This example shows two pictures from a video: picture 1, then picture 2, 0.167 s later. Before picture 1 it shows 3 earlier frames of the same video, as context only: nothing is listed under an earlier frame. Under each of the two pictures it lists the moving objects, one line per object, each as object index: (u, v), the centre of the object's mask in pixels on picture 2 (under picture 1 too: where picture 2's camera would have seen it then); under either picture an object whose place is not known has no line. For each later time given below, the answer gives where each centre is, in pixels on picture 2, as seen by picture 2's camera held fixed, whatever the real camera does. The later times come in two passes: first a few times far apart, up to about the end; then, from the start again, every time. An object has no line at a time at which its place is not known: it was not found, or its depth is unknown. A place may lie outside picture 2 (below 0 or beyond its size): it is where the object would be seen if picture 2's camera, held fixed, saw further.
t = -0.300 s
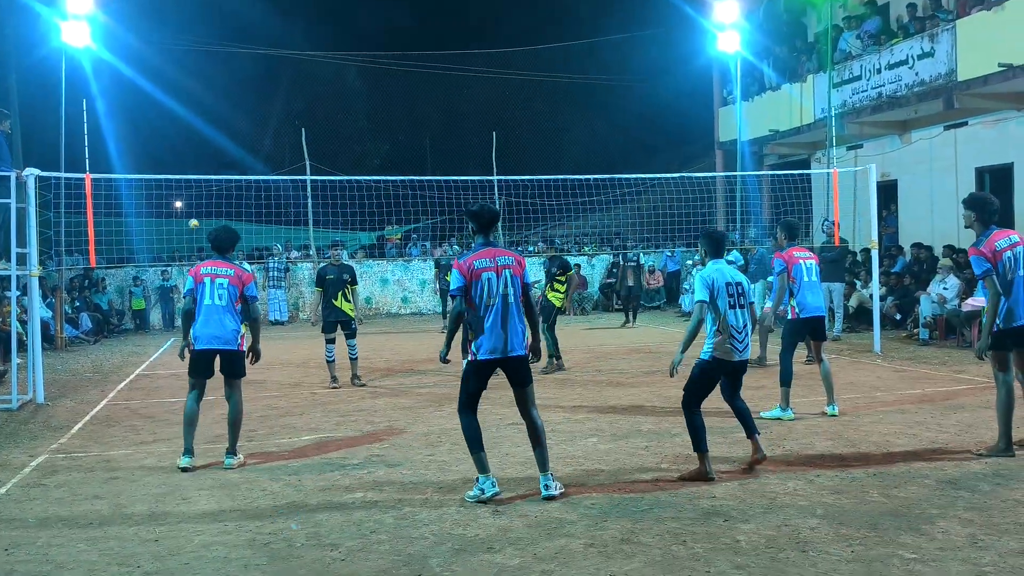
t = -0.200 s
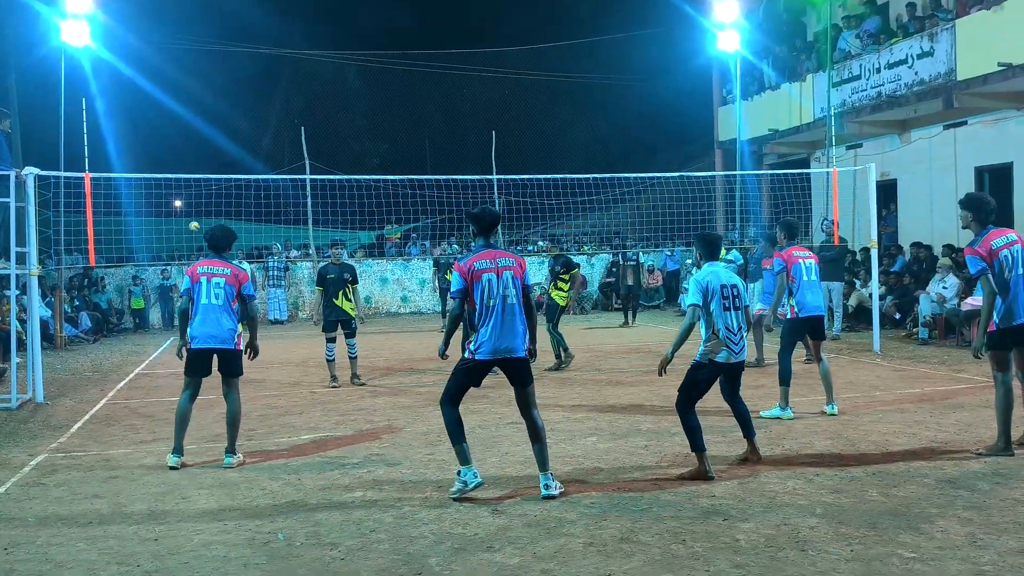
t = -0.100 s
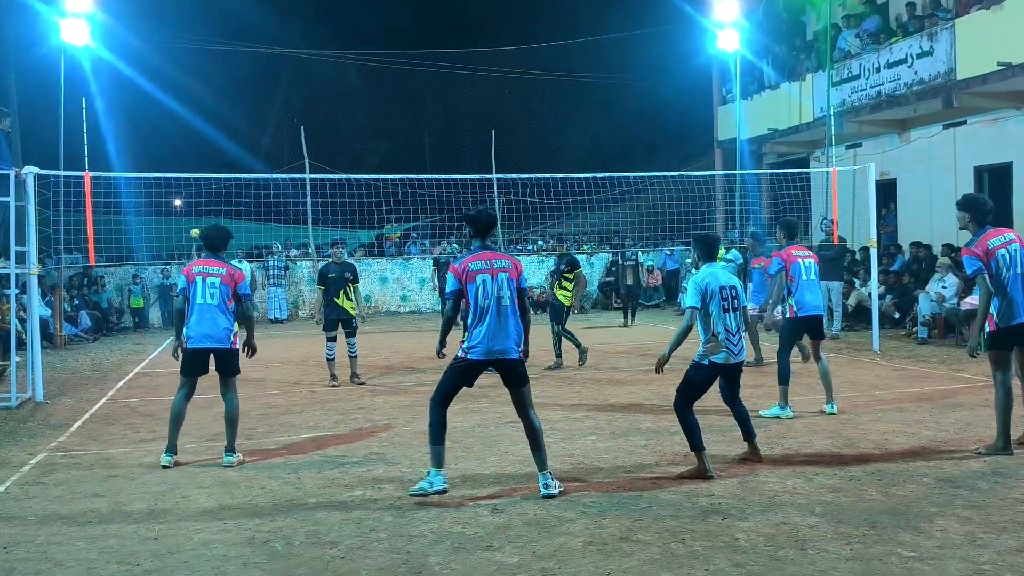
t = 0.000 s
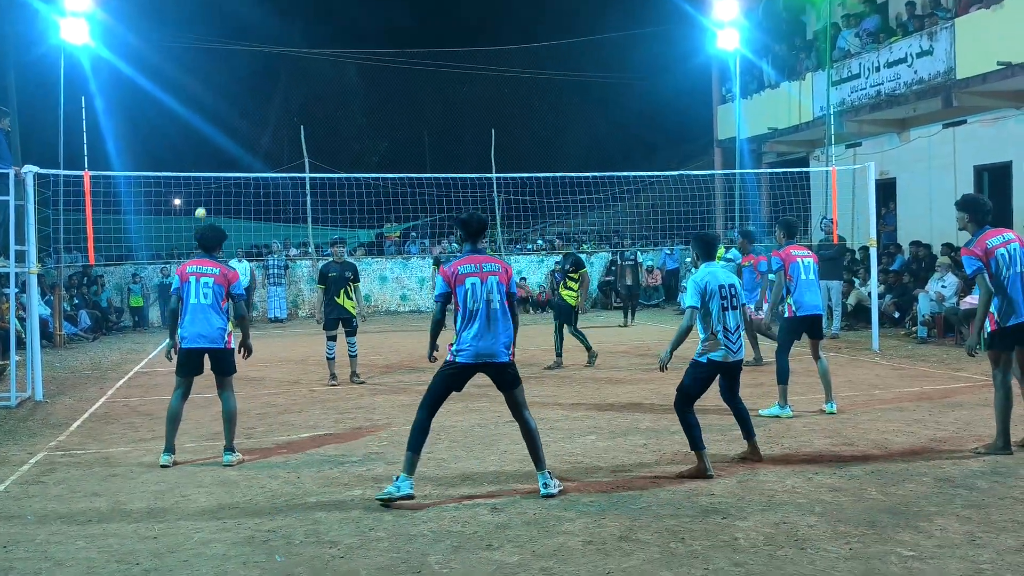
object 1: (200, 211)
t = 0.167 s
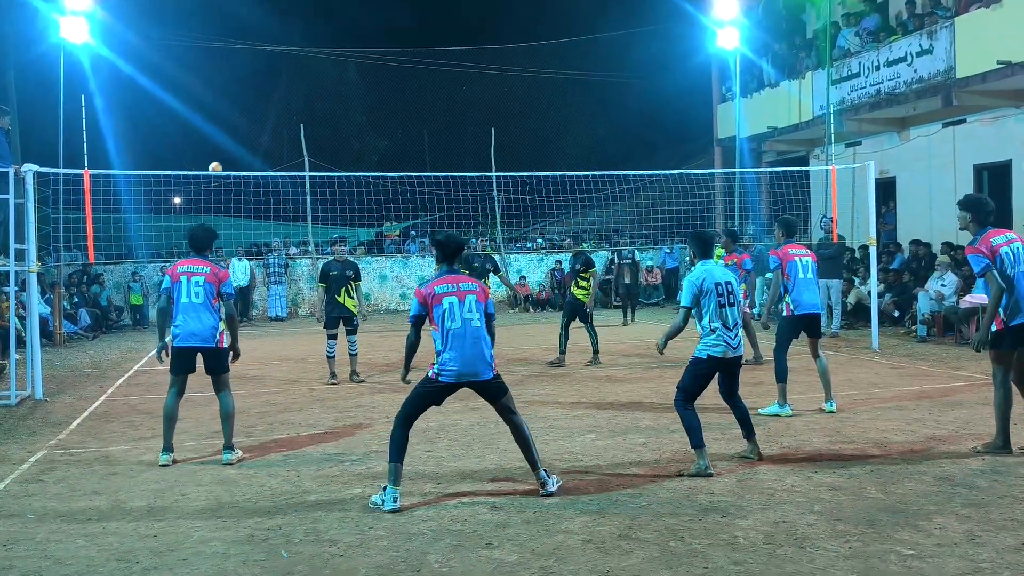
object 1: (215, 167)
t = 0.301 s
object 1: (230, 139)
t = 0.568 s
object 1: (264, 100)
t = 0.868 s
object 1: (323, 120)
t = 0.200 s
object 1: (218, 161)
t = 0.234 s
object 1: (222, 153)
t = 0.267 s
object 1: (226, 146)
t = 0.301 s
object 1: (230, 139)
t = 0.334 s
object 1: (234, 133)
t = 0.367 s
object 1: (237, 128)
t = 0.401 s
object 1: (241, 122)
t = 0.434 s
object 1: (245, 117)
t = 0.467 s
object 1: (250, 112)
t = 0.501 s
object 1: (254, 108)
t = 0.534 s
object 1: (259, 104)
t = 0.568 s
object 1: (264, 100)
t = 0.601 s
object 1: (269, 98)
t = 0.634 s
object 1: (275, 97)
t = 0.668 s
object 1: (281, 96)
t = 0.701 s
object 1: (287, 97)
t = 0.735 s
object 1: (294, 99)
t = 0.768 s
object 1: (301, 102)
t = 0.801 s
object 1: (308, 107)
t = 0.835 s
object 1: (316, 112)
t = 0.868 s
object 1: (323, 120)
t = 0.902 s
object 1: (331, 128)
